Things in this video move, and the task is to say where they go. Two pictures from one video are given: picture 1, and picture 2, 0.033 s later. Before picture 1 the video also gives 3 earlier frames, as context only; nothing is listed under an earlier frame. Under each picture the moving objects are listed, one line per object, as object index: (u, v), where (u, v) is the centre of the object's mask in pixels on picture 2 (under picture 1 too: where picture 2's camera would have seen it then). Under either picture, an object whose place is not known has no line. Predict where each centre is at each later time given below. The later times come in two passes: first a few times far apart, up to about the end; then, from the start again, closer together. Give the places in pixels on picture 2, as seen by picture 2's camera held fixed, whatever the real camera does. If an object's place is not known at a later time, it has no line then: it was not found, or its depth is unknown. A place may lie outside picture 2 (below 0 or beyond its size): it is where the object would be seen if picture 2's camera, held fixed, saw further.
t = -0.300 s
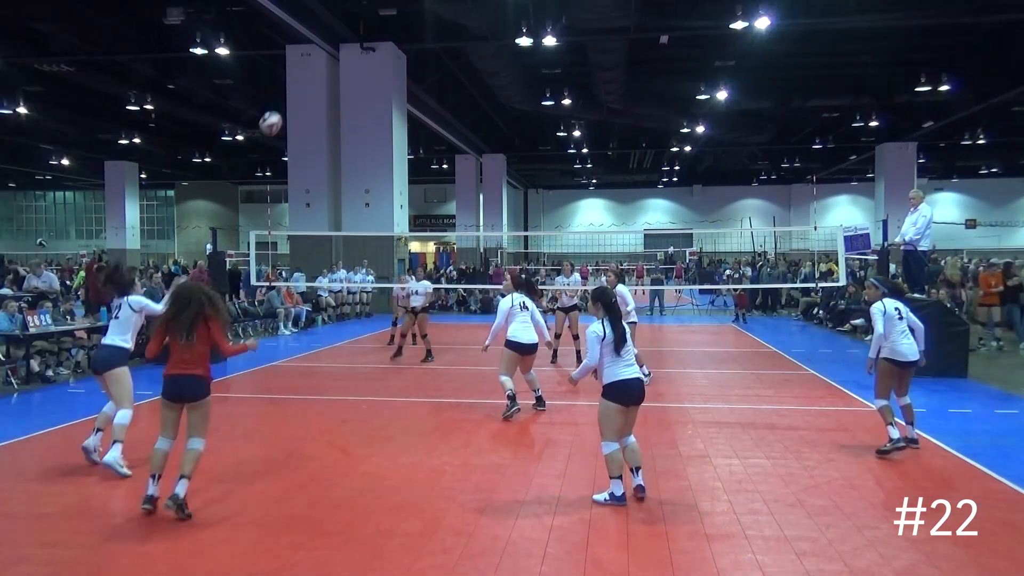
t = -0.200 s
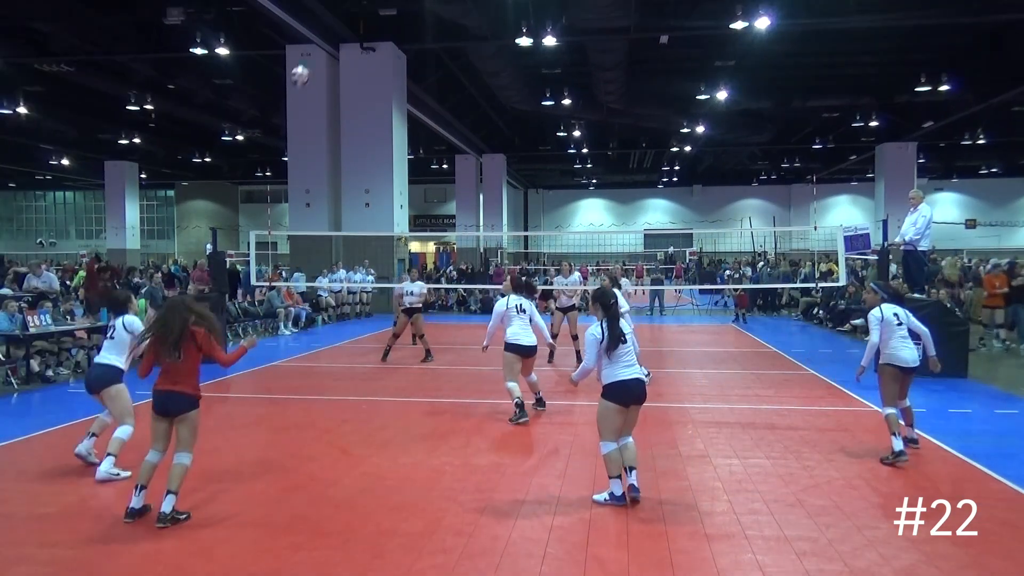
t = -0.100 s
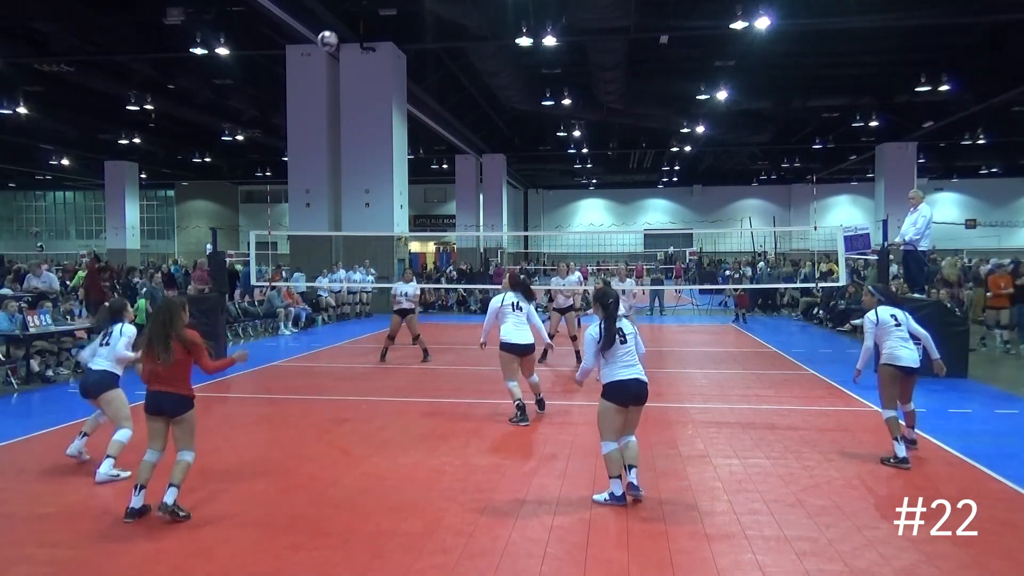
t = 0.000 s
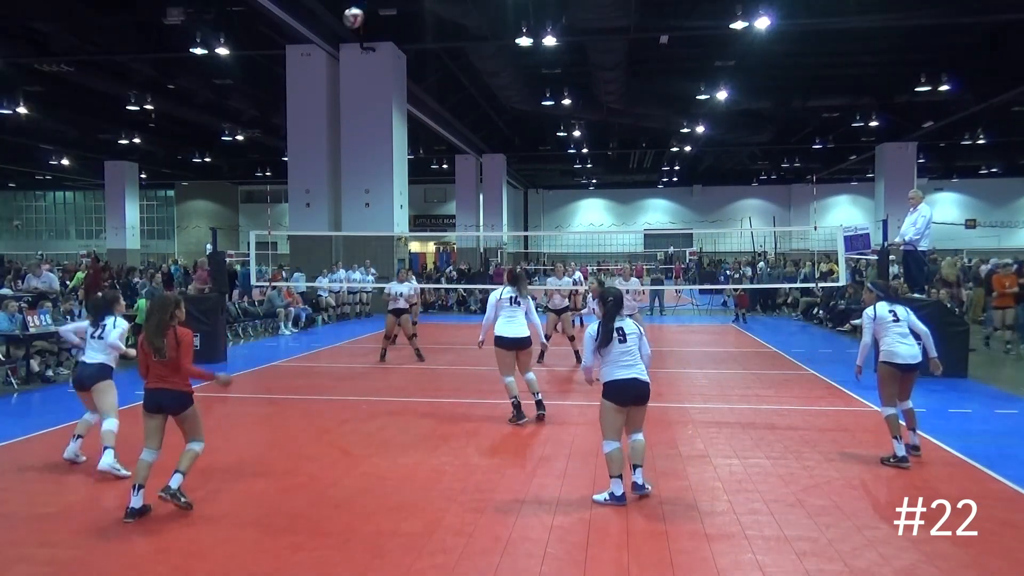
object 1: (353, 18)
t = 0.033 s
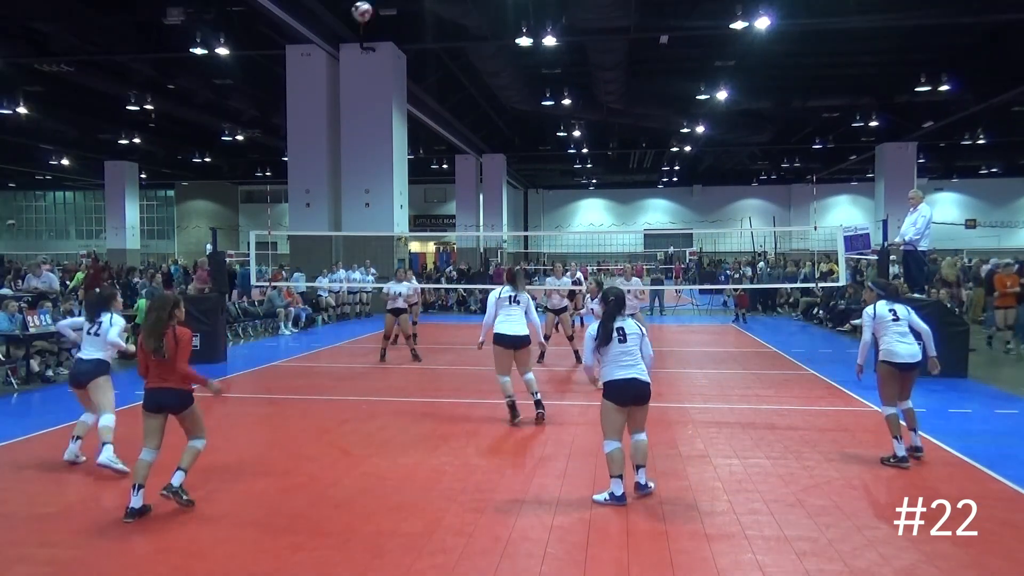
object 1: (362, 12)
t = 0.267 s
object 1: (417, 4)
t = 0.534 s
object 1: (472, 37)
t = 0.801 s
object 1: (521, 121)
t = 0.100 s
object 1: (379, 6)
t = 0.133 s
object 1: (386, 6)
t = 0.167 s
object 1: (394, 4)
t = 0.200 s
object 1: (402, 4)
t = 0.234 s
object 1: (410, 3)
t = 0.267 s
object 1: (417, 4)
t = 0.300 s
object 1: (424, 4)
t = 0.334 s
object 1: (432, 6)
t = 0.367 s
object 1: (439, 8)
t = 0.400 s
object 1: (445, 11)
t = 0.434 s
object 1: (452, 16)
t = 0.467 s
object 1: (459, 22)
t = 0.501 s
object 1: (466, 29)
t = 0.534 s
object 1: (472, 37)
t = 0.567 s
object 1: (479, 45)
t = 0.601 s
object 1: (485, 54)
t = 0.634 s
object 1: (491, 64)
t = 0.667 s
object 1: (497, 74)
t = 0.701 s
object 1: (503, 85)
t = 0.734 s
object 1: (509, 96)
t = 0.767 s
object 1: (515, 108)
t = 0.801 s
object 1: (521, 121)
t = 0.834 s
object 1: (527, 134)
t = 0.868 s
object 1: (532, 148)
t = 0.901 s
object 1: (538, 162)
